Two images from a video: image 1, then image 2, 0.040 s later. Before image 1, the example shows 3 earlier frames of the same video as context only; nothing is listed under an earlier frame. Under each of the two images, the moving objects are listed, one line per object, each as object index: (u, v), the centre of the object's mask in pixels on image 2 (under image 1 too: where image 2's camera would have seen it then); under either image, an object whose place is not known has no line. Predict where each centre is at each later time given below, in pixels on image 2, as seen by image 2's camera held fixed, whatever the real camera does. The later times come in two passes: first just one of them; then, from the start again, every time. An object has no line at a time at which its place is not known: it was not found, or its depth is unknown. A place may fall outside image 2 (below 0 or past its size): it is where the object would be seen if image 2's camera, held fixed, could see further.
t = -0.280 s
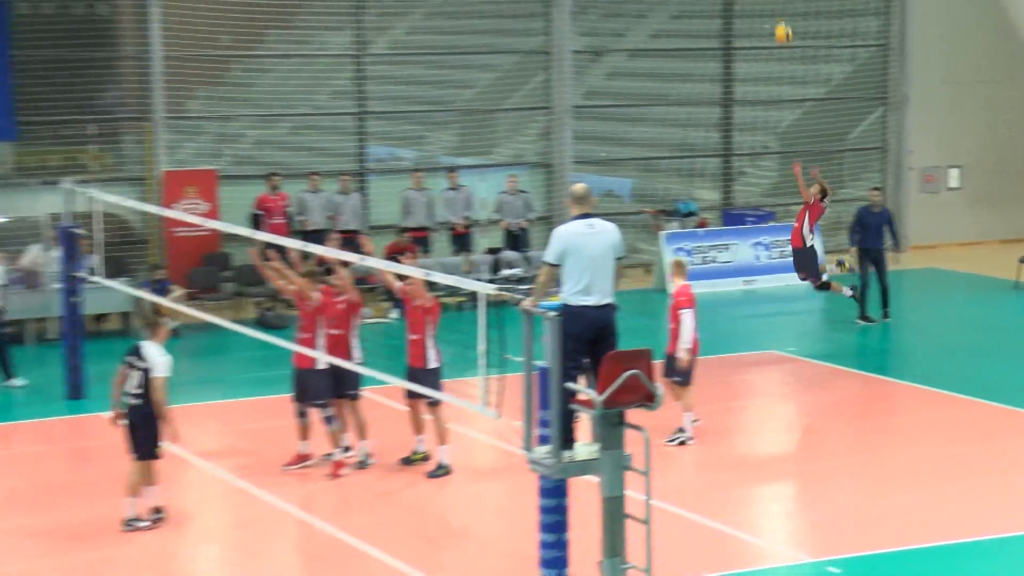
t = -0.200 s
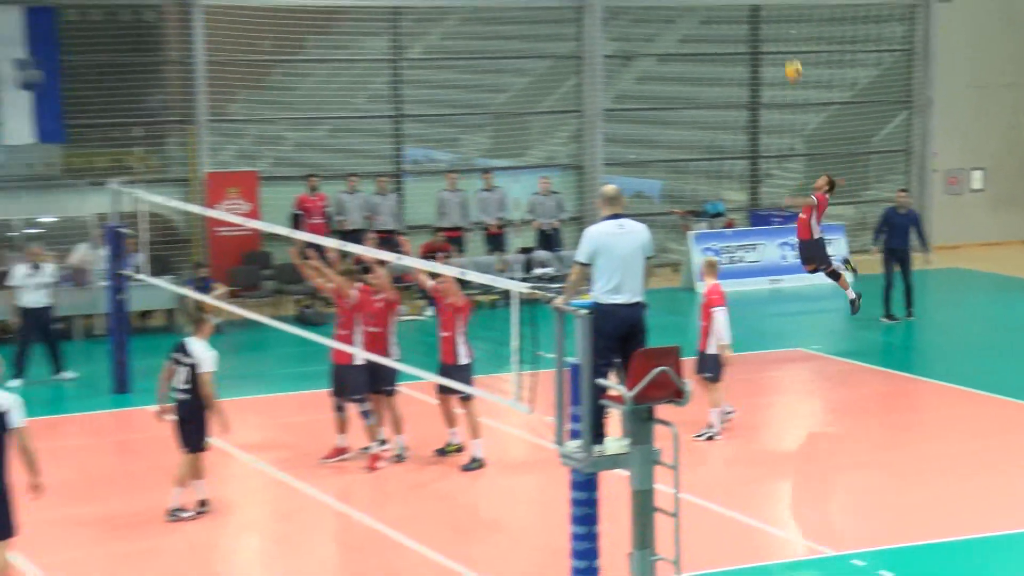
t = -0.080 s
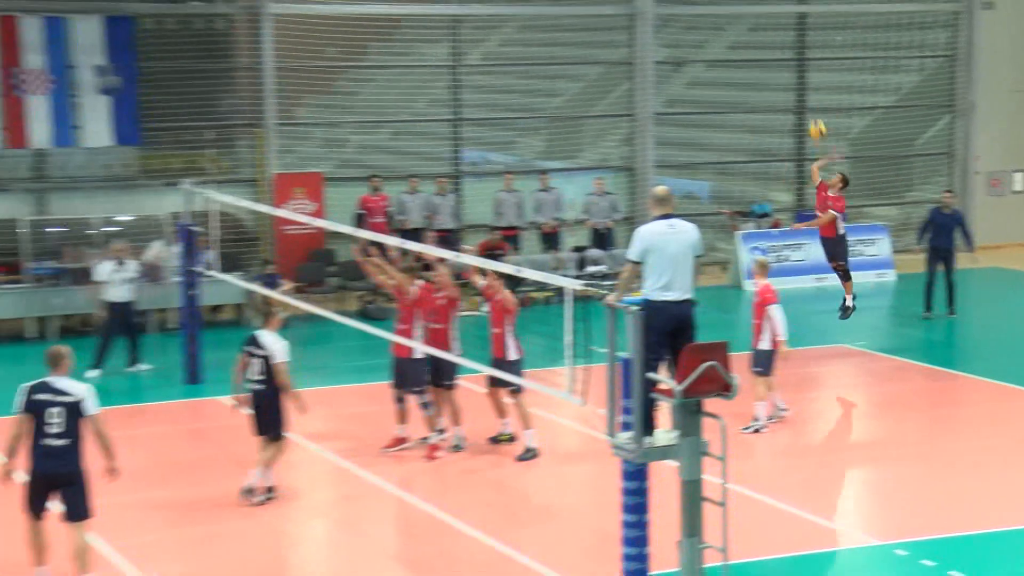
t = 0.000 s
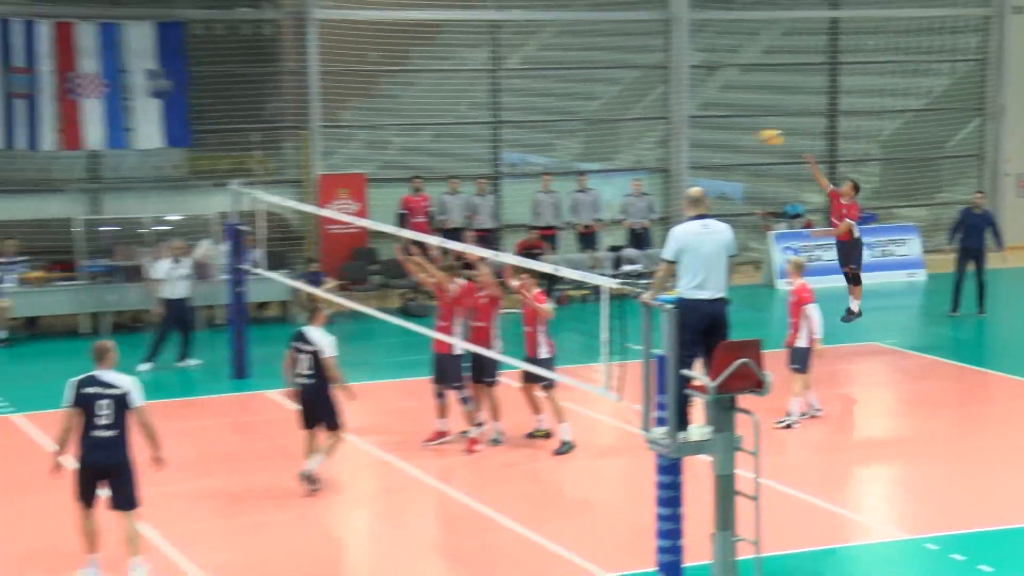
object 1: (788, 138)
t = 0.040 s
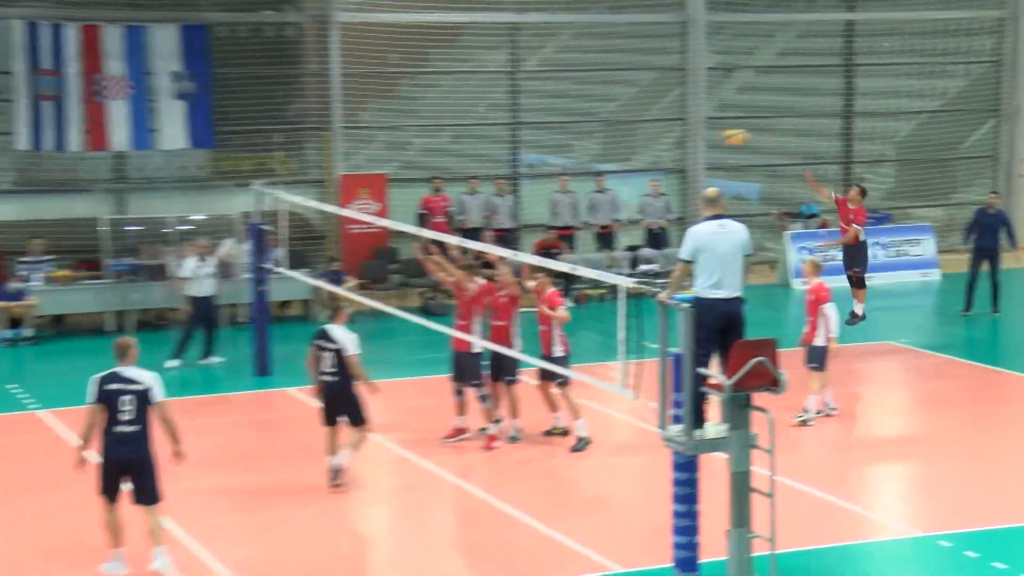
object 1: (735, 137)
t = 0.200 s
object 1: (523, 152)
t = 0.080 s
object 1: (682, 138)
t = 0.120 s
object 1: (631, 141)
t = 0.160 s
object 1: (578, 146)
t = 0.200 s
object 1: (523, 152)
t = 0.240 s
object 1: (470, 161)
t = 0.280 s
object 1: (414, 174)
